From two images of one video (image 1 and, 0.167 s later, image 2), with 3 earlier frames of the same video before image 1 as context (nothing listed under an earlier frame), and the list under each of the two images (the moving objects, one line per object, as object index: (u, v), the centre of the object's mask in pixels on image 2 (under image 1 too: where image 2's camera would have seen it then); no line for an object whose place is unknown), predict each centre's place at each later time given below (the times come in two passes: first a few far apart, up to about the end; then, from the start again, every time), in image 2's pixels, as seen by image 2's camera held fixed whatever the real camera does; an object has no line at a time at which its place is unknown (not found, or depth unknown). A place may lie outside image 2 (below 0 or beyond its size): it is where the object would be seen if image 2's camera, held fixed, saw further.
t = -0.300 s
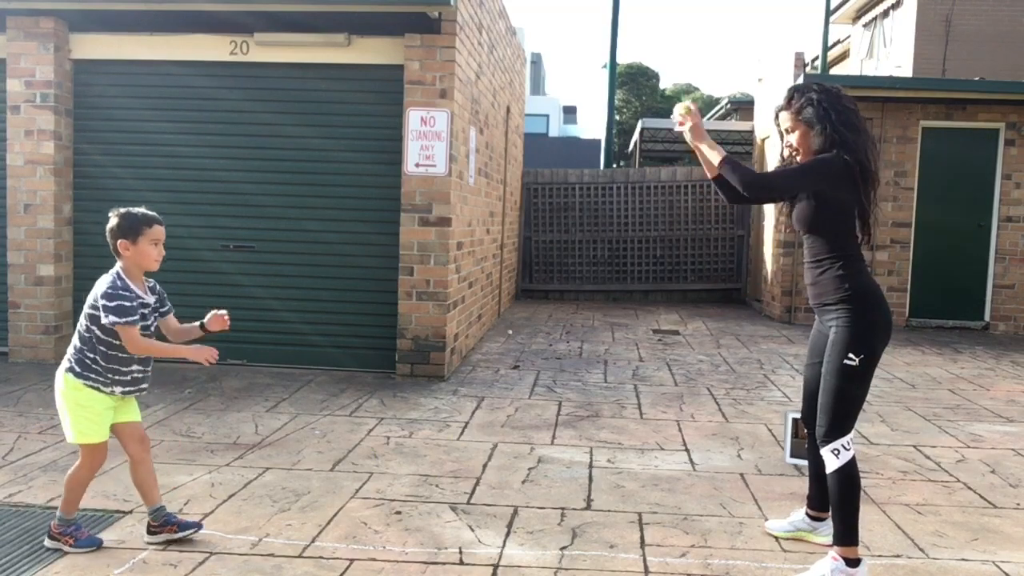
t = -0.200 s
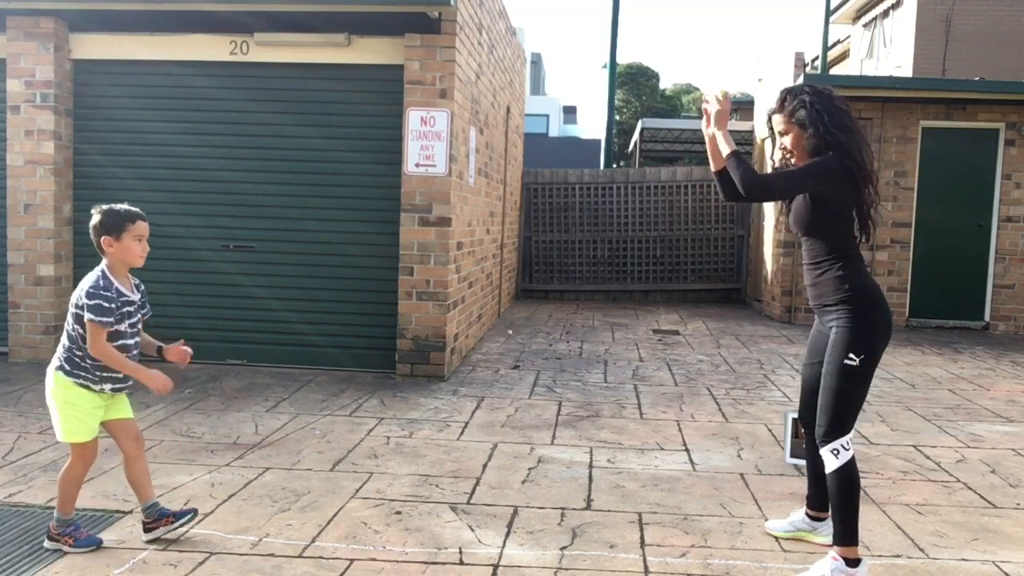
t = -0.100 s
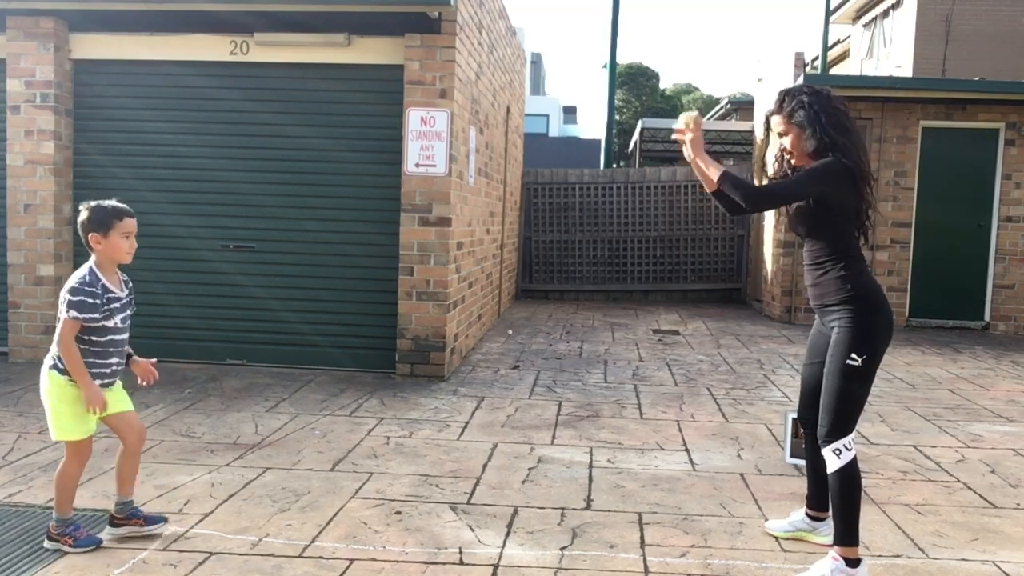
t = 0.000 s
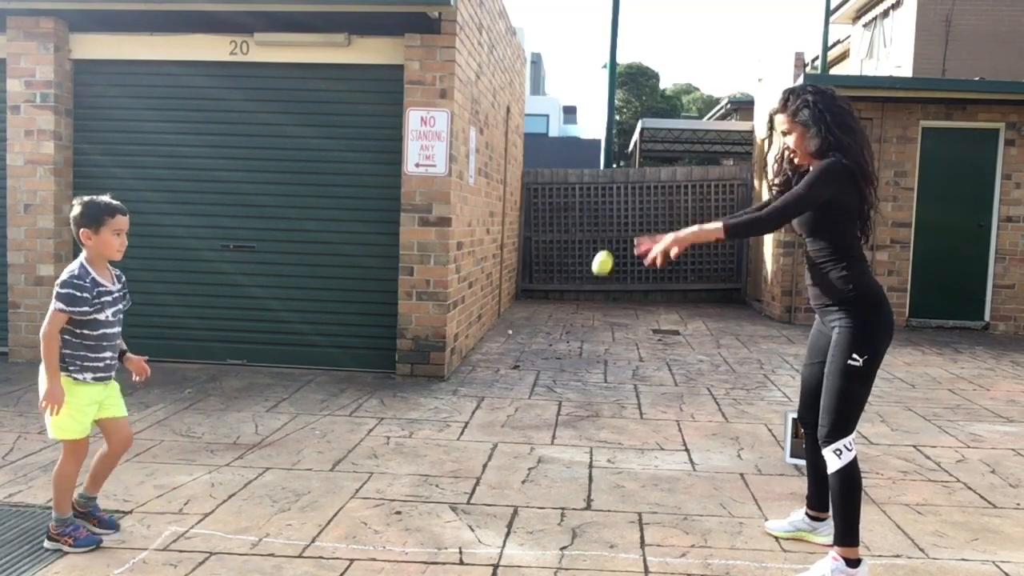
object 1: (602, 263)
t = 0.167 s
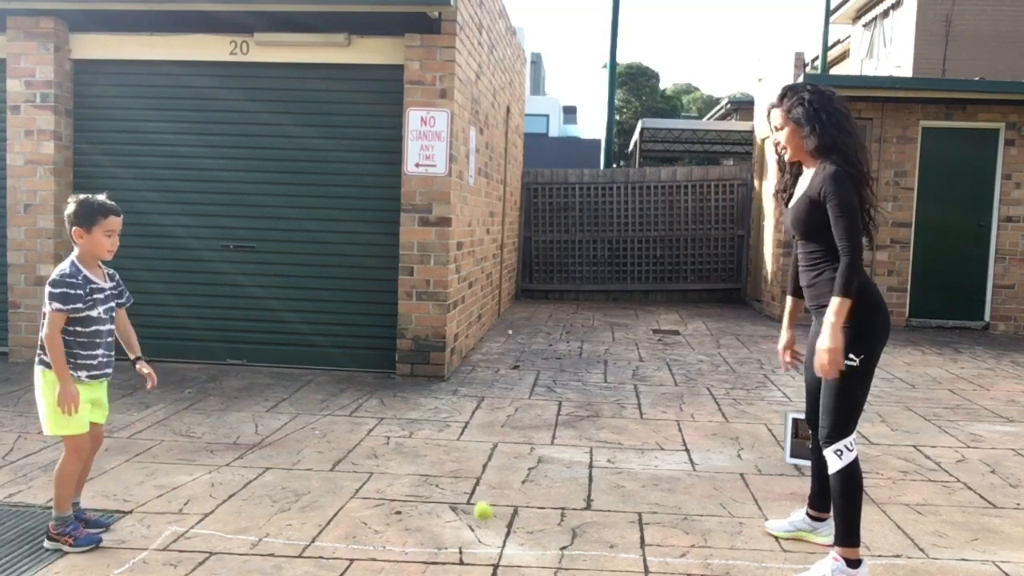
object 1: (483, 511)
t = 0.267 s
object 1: (451, 392)
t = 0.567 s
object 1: (350, 182)
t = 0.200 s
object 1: (472, 469)
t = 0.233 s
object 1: (462, 429)
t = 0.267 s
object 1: (451, 392)
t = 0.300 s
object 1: (440, 358)
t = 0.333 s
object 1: (429, 326)
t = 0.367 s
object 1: (418, 297)
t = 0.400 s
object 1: (407, 271)
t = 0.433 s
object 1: (396, 247)
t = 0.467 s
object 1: (384, 226)
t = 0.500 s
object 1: (373, 209)
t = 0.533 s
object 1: (361, 194)
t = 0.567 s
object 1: (350, 182)
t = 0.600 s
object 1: (338, 173)
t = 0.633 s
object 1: (326, 168)
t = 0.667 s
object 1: (315, 165)
